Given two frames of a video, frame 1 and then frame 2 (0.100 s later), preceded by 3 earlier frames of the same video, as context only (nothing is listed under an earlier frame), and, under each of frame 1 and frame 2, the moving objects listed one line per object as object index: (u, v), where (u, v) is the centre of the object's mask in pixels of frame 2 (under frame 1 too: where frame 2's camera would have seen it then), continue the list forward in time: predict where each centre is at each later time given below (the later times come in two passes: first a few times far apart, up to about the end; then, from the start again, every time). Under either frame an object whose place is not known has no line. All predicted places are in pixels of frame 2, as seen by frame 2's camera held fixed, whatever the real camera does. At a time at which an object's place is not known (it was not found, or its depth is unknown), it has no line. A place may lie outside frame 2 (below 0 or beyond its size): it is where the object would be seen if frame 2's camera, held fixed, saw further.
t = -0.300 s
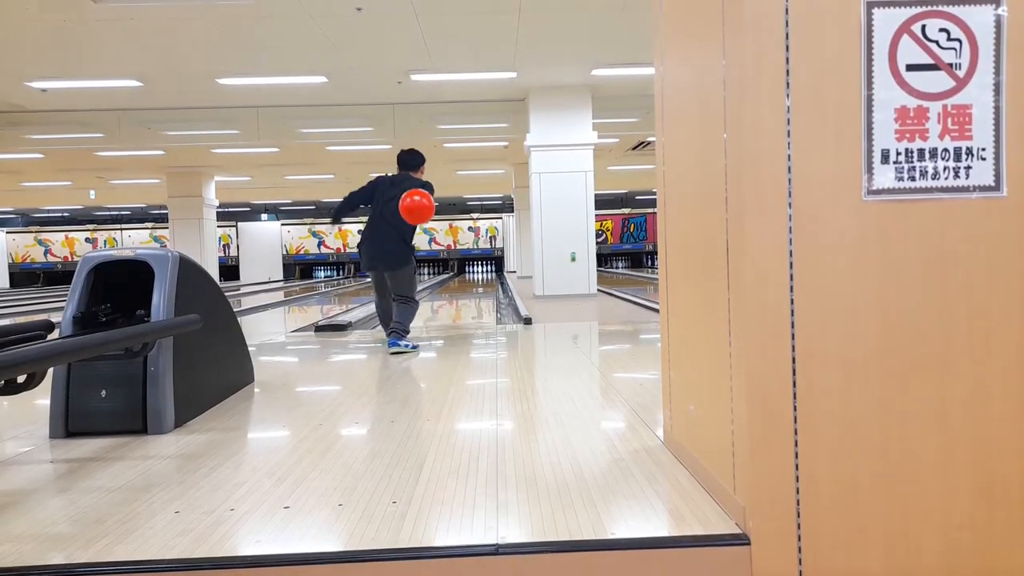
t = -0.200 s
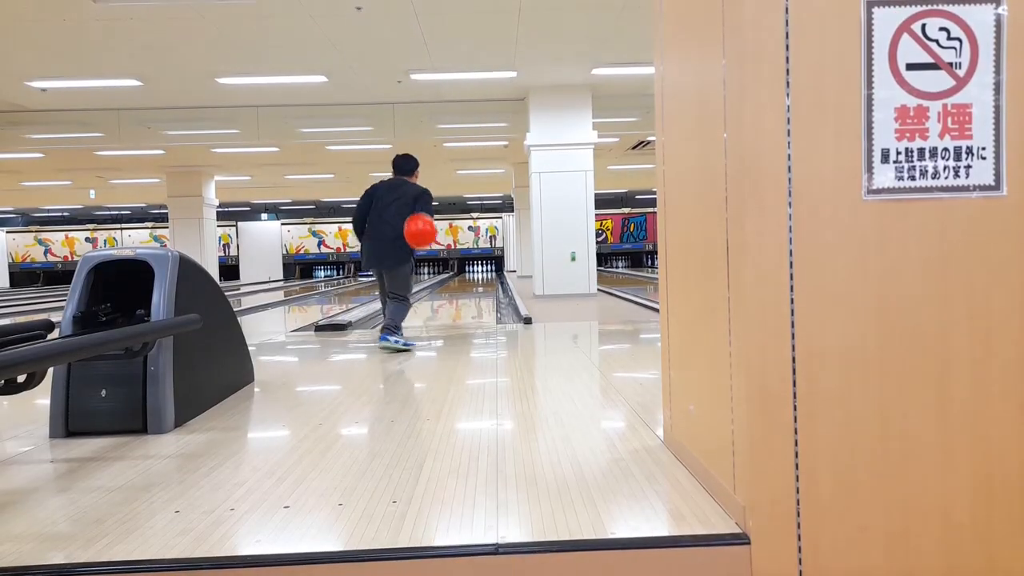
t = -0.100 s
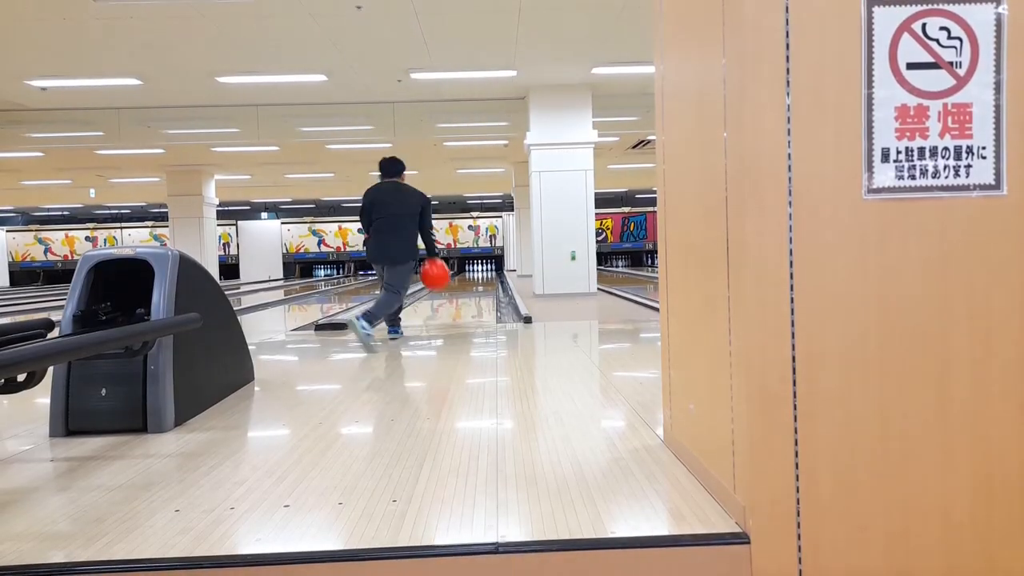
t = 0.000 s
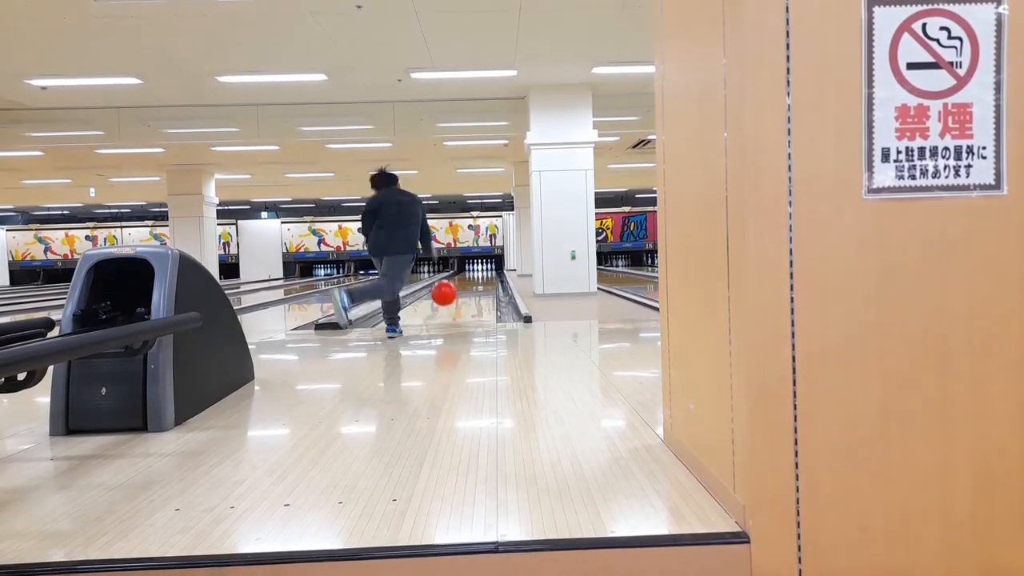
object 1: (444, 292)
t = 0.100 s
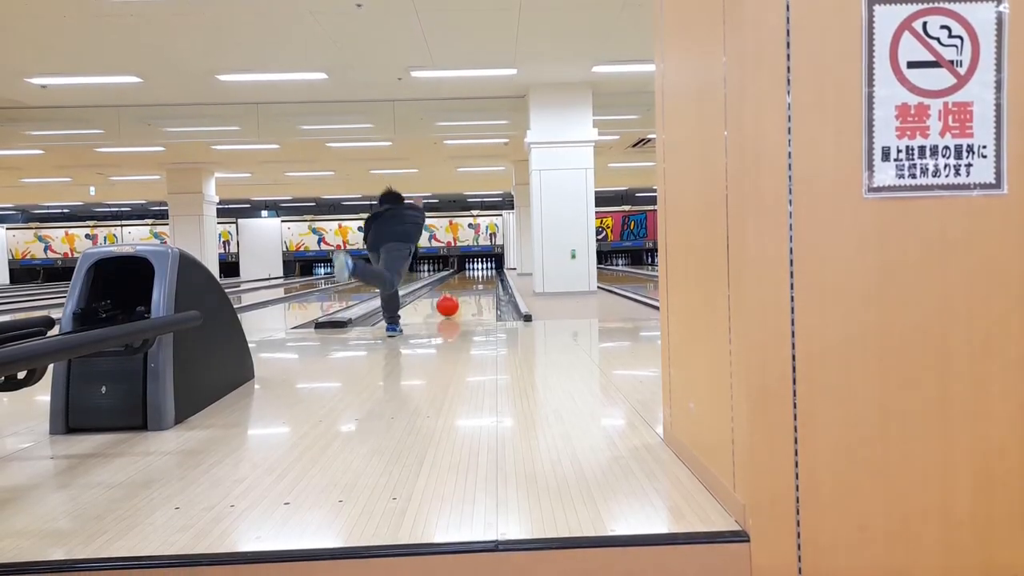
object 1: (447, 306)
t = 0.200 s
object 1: (449, 299)
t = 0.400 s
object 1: (453, 292)
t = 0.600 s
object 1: (455, 286)
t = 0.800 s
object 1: (457, 282)
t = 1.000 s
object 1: (458, 278)
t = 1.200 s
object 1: (459, 275)
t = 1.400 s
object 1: (459, 273)
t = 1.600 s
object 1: (460, 271)
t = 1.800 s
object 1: (460, 270)
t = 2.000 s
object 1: (460, 269)
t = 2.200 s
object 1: (459, 269)
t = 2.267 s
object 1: (459, 269)
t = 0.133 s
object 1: (448, 302)
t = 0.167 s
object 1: (449, 300)
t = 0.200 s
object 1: (449, 299)
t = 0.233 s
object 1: (450, 298)
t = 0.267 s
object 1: (451, 297)
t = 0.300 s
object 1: (452, 295)
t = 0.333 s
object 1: (452, 294)
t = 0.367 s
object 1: (453, 293)
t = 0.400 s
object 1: (453, 292)
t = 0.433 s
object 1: (453, 291)
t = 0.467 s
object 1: (454, 289)
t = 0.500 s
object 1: (455, 288)
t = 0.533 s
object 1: (455, 287)
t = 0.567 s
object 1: (455, 287)
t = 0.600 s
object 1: (455, 286)
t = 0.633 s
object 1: (456, 285)
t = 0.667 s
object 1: (456, 284)
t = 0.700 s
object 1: (456, 283)
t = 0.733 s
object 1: (456, 283)
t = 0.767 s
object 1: (457, 282)
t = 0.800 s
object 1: (457, 282)
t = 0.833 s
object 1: (457, 281)
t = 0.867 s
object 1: (457, 280)
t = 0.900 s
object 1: (458, 280)
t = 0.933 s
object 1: (458, 279)
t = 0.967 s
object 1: (458, 279)
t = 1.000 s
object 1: (458, 278)
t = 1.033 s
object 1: (458, 277)
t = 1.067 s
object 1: (459, 277)
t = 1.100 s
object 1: (459, 277)
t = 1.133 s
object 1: (459, 276)
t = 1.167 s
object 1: (459, 276)
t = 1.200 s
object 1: (459, 275)
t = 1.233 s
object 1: (459, 275)
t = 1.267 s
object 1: (459, 275)
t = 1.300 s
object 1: (460, 275)
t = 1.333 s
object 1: (459, 274)
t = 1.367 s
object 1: (459, 274)
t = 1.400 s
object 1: (459, 273)
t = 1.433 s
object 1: (460, 273)
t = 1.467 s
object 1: (460, 273)
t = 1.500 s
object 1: (460, 272)
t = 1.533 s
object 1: (460, 272)
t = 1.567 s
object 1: (460, 272)
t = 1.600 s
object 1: (460, 271)
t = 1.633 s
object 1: (460, 271)
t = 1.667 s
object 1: (460, 271)
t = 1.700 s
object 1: (460, 271)
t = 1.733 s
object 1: (460, 271)
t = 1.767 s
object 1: (460, 271)
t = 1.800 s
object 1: (460, 270)
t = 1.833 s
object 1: (460, 270)
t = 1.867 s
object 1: (460, 270)
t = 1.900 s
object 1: (460, 270)
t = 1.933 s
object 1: (460, 270)
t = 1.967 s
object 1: (460, 269)
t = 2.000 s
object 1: (460, 269)
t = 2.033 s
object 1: (460, 269)
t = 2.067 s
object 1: (460, 269)
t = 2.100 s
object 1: (460, 269)
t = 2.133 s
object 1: (460, 269)
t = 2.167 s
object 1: (460, 269)
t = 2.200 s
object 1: (459, 269)
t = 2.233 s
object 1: (459, 269)
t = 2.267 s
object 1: (459, 269)
